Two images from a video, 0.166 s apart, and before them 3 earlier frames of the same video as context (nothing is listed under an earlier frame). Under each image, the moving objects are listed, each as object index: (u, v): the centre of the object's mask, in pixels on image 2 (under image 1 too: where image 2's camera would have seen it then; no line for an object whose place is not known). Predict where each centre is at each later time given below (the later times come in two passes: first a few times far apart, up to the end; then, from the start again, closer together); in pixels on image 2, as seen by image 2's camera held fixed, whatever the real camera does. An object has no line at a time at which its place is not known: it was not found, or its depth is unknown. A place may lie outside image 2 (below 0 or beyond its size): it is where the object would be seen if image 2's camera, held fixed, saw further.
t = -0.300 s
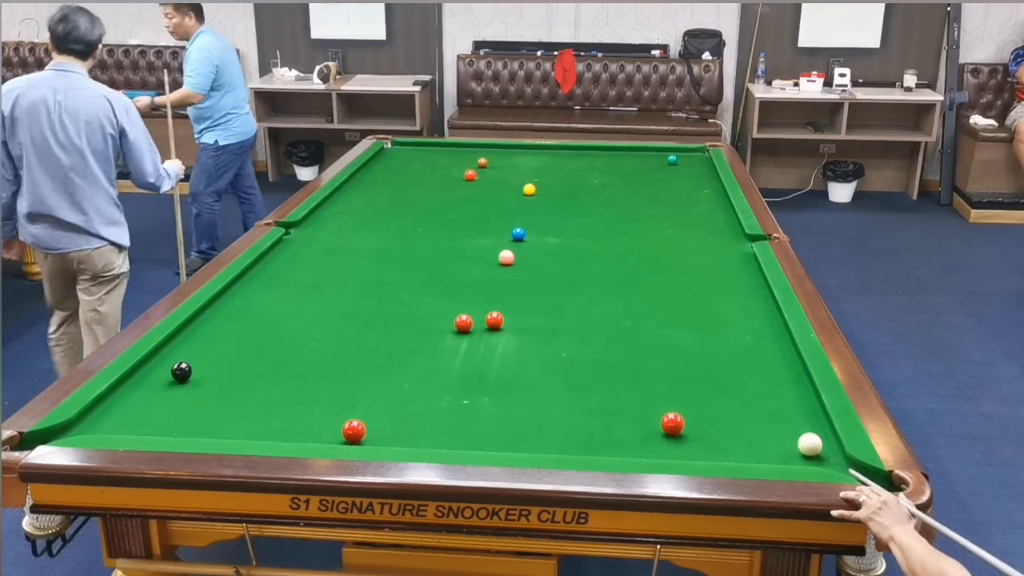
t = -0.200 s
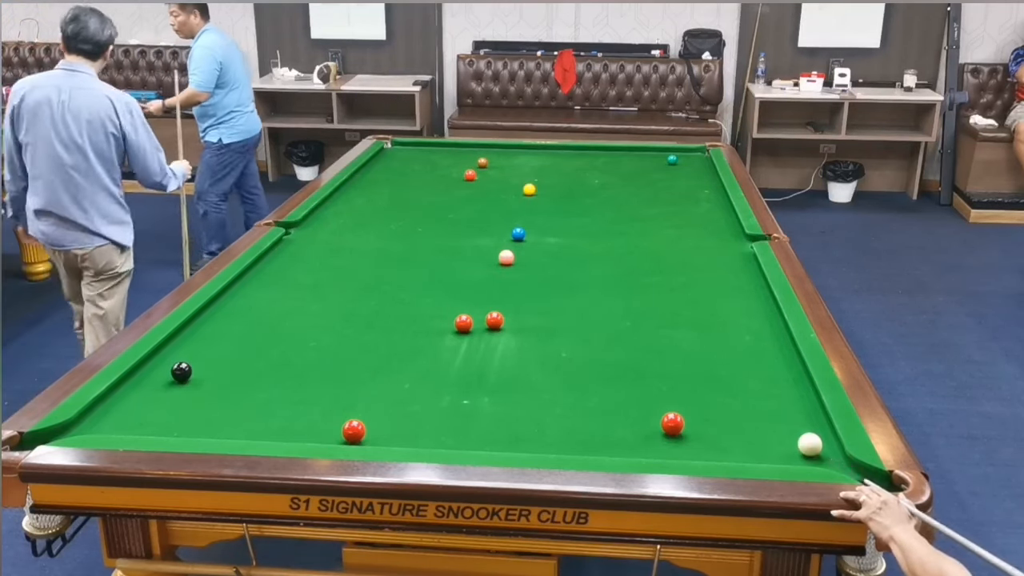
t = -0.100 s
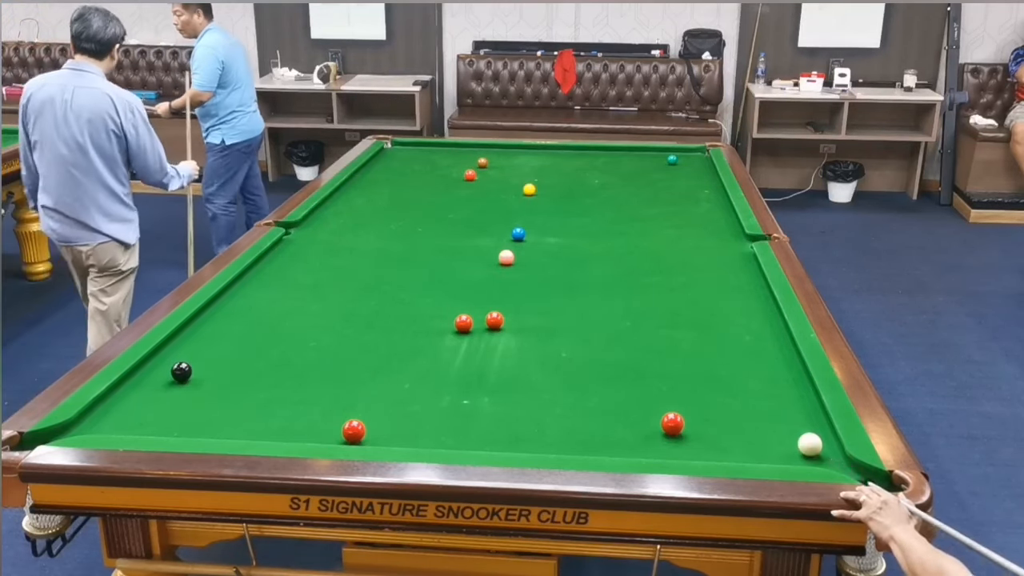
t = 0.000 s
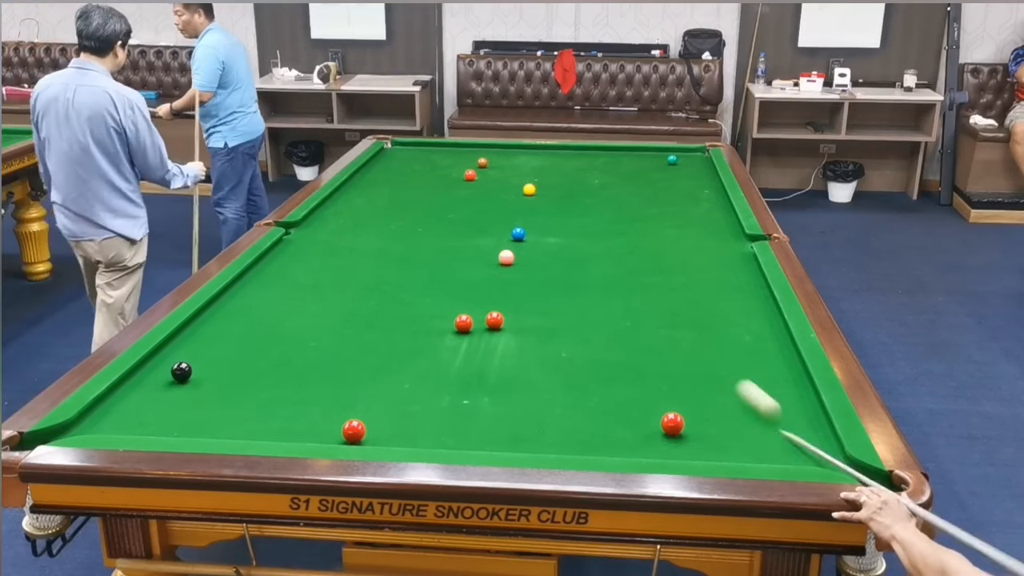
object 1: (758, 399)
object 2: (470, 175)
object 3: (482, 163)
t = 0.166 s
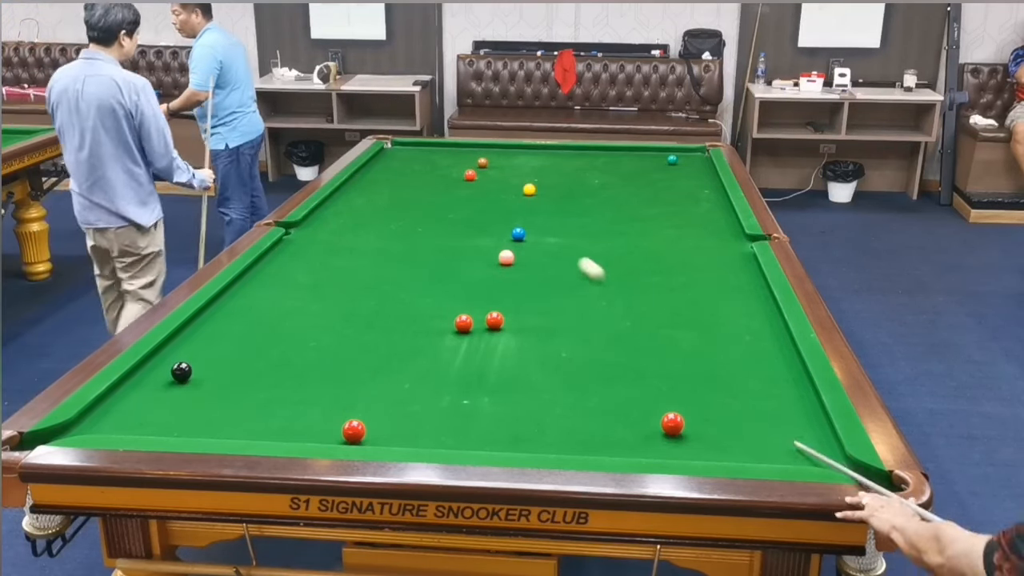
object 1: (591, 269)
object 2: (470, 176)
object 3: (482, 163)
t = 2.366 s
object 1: (593, 167)
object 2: (595, 356)
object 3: (483, 163)
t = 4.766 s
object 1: (720, 198)
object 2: (489, 167)
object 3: (481, 162)
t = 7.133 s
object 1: (656, 197)
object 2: (476, 160)
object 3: (503, 147)
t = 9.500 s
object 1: (656, 198)
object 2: (554, 162)
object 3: (504, 149)
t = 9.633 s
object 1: (656, 198)
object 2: (555, 163)
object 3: (504, 149)
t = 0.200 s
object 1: (569, 252)
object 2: (470, 176)
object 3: (482, 163)
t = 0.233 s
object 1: (550, 236)
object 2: (470, 176)
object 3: (482, 163)
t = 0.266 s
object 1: (532, 222)
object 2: (470, 176)
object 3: (482, 163)
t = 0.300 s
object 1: (516, 210)
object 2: (470, 176)
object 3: (482, 163)
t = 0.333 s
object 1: (502, 198)
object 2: (470, 176)
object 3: (482, 163)
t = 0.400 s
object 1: (478, 179)
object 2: (468, 175)
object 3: (482, 163)
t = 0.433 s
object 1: (478, 176)
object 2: (460, 170)
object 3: (483, 163)
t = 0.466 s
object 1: (483, 175)
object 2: (445, 163)
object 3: (483, 163)
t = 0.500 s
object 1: (487, 175)
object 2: (432, 157)
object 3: (483, 163)
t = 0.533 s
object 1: (491, 173)
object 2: (420, 151)
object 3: (483, 163)
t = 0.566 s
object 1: (494, 172)
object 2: (409, 146)
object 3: (483, 163)
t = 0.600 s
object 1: (497, 171)
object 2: (396, 143)
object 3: (483, 163)
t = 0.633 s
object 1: (500, 170)
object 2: (388, 142)
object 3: (483, 163)
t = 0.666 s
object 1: (503, 169)
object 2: (390, 140)
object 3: (483, 163)
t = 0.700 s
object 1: (506, 168)
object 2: (393, 140)
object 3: (483, 163)
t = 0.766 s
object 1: (512, 166)
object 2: (400, 147)
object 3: (483, 163)
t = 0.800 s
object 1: (514, 165)
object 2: (403, 154)
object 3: (483, 163)
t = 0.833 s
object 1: (517, 164)
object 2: (407, 163)
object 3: (483, 163)
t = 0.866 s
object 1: (520, 163)
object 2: (411, 174)
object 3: (483, 163)
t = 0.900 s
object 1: (522, 162)
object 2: (413, 177)
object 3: (483, 163)
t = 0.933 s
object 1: (525, 161)
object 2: (416, 179)
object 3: (483, 163)
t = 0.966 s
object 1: (528, 159)
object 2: (419, 184)
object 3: (483, 163)
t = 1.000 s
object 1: (530, 159)
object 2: (422, 192)
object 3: (483, 163)
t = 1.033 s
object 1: (533, 158)
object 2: (424, 198)
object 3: (483, 163)
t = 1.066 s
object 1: (535, 157)
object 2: (426, 202)
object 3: (483, 163)
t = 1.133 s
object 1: (540, 155)
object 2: (430, 213)
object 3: (483, 163)
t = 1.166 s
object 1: (542, 154)
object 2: (431, 219)
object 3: (483, 163)
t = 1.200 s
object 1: (545, 153)
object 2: (433, 225)
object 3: (483, 163)
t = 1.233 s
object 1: (547, 152)
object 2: (433, 230)
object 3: (483, 163)
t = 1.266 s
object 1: (549, 151)
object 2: (434, 236)
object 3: (483, 163)
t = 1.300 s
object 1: (551, 150)
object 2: (435, 242)
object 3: (483, 163)
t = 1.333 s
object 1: (554, 149)
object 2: (435, 248)
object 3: (483, 163)
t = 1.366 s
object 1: (556, 149)
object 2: (436, 254)
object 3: (483, 163)
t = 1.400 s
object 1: (558, 148)
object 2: (436, 261)
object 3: (483, 163)
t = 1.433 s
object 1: (560, 147)
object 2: (437, 267)
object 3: (483, 163)
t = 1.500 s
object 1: (563, 148)
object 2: (438, 282)
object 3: (483, 163)
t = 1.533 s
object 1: (564, 148)
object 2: (438, 289)
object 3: (483, 163)
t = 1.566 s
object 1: (565, 149)
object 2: (439, 297)
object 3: (483, 163)
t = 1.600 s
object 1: (566, 150)
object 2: (439, 306)
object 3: (483, 163)
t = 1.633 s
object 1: (568, 151)
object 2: (440, 314)
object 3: (483, 163)
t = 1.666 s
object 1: (569, 151)
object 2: (440, 323)
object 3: (483, 163)
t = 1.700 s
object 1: (570, 152)
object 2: (441, 333)
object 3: (483, 163)
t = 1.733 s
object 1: (571, 153)
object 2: (442, 343)
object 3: (483, 163)
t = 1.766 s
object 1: (572, 154)
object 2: (443, 354)
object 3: (483, 163)
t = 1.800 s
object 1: (573, 154)
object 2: (444, 365)
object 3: (483, 163)
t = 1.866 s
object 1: (576, 156)
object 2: (445, 389)
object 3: (483, 163)
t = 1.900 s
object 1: (577, 156)
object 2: (446, 403)
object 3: (483, 163)
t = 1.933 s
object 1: (578, 157)
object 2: (447, 417)
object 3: (483, 163)
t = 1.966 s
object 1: (579, 158)
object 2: (449, 431)
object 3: (483, 163)
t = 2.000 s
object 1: (580, 159)
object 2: (450, 442)
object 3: (483, 163)
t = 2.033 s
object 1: (581, 159)
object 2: (464, 439)
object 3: (483, 163)
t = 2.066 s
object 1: (582, 160)
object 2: (481, 429)
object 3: (483, 163)
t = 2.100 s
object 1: (583, 161)
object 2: (497, 417)
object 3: (483, 163)
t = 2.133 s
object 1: (585, 162)
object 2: (511, 408)
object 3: (483, 163)
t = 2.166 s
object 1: (586, 162)
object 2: (525, 399)
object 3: (483, 163)
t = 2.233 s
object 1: (588, 164)
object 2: (550, 383)
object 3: (483, 163)
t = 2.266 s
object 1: (589, 164)
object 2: (562, 376)
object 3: (483, 163)
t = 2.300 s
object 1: (590, 165)
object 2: (574, 369)
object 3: (483, 163)
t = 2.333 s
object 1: (592, 166)
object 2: (584, 362)
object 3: (483, 163)
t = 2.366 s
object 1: (593, 167)
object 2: (595, 356)
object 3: (483, 163)
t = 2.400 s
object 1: (594, 168)
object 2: (605, 350)
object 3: (483, 163)
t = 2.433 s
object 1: (595, 168)
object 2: (615, 343)
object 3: (483, 163)
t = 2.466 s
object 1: (596, 169)
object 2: (625, 338)
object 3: (483, 163)
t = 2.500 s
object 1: (597, 170)
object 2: (634, 332)
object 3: (483, 163)
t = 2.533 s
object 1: (598, 170)
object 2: (643, 327)
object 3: (483, 163)
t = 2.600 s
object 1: (601, 172)
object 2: (661, 316)
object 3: (483, 163)
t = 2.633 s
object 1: (602, 172)
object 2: (669, 311)
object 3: (483, 163)
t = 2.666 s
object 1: (603, 173)
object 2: (677, 306)
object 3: (483, 163)
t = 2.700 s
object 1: (604, 174)
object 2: (685, 302)
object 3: (483, 163)
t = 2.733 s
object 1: (605, 175)
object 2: (693, 297)
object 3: (483, 163)
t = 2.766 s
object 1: (606, 175)
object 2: (700, 292)
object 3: (483, 163)
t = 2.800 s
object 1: (607, 176)
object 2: (708, 288)
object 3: (483, 163)
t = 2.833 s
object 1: (608, 177)
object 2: (715, 284)
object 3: (483, 163)
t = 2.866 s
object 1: (609, 178)
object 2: (722, 280)
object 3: (483, 163)
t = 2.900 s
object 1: (610, 178)
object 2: (729, 276)
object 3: (483, 163)
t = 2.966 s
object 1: (613, 180)
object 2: (741, 268)
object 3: (483, 163)
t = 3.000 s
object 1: (614, 180)
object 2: (748, 264)
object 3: (483, 163)
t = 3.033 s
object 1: (615, 181)
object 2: (749, 261)
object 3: (483, 163)
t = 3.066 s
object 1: (616, 182)
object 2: (742, 257)
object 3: (483, 163)
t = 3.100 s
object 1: (617, 182)
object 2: (735, 254)
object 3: (483, 163)
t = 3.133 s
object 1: (618, 183)
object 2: (729, 251)
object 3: (483, 163)
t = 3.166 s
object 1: (619, 184)
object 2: (723, 248)
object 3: (483, 163)
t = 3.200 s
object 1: (620, 185)
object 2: (718, 245)
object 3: (483, 163)
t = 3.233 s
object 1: (621, 185)
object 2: (712, 242)
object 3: (483, 163)
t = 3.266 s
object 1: (622, 186)
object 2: (707, 239)
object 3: (483, 163)
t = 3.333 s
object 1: (625, 187)
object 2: (696, 234)
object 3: (483, 163)
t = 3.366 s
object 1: (626, 188)
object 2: (691, 231)
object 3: (483, 163)
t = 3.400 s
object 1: (627, 189)
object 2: (687, 229)
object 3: (483, 163)
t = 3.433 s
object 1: (628, 190)
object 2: (681, 226)
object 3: (483, 163)
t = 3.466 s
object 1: (629, 190)
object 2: (677, 223)
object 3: (483, 163)
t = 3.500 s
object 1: (630, 191)
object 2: (672, 221)
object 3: (483, 163)
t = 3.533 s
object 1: (631, 191)
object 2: (668, 218)
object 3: (483, 163)
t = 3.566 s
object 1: (632, 192)
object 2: (663, 216)
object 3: (483, 163)
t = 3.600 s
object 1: (633, 193)
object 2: (659, 214)
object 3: (483, 163)
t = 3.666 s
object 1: (635, 194)
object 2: (650, 210)
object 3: (483, 163)
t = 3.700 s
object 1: (636, 195)
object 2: (646, 207)
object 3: (483, 163)
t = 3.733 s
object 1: (637, 195)
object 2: (642, 205)
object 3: (483, 163)
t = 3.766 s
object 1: (638, 195)
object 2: (639, 204)
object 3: (483, 163)
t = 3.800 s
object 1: (640, 196)
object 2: (634, 201)
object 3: (483, 163)
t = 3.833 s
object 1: (642, 197)
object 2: (629, 199)
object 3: (483, 163)
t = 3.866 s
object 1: (645, 197)
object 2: (623, 198)
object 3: (483, 163)
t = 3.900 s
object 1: (648, 197)
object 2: (617, 197)
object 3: (483, 163)
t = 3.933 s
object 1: (652, 197)
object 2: (611, 195)
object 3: (483, 163)
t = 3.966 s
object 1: (655, 197)
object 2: (606, 194)
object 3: (483, 163)
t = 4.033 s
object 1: (661, 197)
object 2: (595, 192)
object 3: (483, 163)
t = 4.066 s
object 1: (664, 197)
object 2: (589, 190)
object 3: (483, 163)
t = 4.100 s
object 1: (667, 198)
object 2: (584, 189)
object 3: (483, 163)
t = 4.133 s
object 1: (670, 198)
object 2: (578, 188)
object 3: (483, 163)
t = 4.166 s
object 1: (672, 198)
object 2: (573, 187)
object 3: (483, 163)
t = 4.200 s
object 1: (675, 198)
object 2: (568, 186)
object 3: (483, 163)
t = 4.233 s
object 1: (678, 198)
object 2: (563, 184)
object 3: (483, 163)
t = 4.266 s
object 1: (681, 198)
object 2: (558, 183)
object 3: (483, 163)
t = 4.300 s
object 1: (684, 198)
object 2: (552, 182)
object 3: (483, 163)
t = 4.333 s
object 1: (687, 198)
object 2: (548, 181)
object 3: (483, 163)
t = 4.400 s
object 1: (692, 198)
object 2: (538, 179)
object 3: (483, 163)
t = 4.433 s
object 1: (695, 198)
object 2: (534, 178)
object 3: (483, 163)
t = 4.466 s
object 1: (698, 198)
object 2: (529, 176)
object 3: (483, 163)
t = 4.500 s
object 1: (700, 198)
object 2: (524, 175)
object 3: (483, 163)
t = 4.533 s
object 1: (703, 198)
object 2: (519, 174)
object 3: (483, 163)
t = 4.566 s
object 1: (706, 198)
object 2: (515, 173)
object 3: (482, 163)
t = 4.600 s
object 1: (708, 198)
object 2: (511, 172)
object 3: (482, 163)
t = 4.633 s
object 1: (711, 198)
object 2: (506, 171)
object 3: (482, 163)
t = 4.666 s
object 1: (713, 198)
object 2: (502, 170)
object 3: (482, 163)
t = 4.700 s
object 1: (716, 198)
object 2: (498, 169)
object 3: (483, 163)
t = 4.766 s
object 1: (720, 198)
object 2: (489, 167)
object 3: (481, 162)
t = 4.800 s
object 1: (723, 198)
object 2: (485, 166)
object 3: (481, 161)
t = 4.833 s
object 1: (722, 198)
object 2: (482, 165)
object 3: (482, 159)
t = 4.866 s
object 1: (721, 198)
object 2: (476, 165)
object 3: (484, 161)
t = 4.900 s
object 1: (719, 198)
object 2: (472, 164)
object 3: (484, 162)
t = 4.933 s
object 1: (717, 198)
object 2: (467, 164)
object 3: (484, 161)
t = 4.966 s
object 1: (716, 198)
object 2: (463, 164)
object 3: (485, 161)
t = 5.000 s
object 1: (714, 198)
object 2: (458, 164)
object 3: (485, 160)
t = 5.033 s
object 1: (712, 198)
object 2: (454, 163)
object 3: (486, 160)
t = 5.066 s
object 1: (711, 198)
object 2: (449, 163)
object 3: (486, 159)
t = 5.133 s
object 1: (708, 198)
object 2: (441, 162)
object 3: (487, 159)
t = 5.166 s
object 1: (706, 198)
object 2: (436, 162)
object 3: (488, 158)
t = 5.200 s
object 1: (704, 198)
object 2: (432, 161)
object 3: (488, 158)
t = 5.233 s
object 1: (703, 198)
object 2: (428, 161)
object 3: (489, 158)
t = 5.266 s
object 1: (701, 198)
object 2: (423, 161)
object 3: (489, 157)
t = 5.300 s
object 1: (700, 198)
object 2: (419, 160)
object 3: (490, 157)
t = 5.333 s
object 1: (699, 198)
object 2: (415, 160)
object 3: (490, 156)
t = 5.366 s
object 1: (697, 198)
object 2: (411, 159)
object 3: (491, 156)
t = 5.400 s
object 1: (696, 198)
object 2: (407, 159)
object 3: (491, 156)
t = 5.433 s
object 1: (694, 198)
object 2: (403, 159)
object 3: (492, 155)
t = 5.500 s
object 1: (692, 198)
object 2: (395, 158)
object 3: (492, 154)
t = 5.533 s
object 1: (691, 197)
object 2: (391, 158)
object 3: (493, 154)
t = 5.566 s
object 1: (689, 198)
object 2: (387, 157)
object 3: (493, 154)
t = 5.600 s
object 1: (688, 198)
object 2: (383, 157)
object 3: (493, 153)
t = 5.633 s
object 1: (687, 197)
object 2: (379, 157)
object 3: (494, 153)
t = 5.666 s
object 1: (686, 197)
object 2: (378, 157)
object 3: (494, 153)
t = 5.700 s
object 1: (684, 197)
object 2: (380, 157)
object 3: (495, 153)
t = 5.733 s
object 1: (683, 197)
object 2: (383, 157)
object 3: (495, 152)
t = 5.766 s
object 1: (682, 197)
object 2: (386, 157)
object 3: (495, 152)
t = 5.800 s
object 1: (681, 197)
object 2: (389, 157)
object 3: (496, 151)
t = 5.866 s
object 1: (679, 197)
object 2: (394, 157)
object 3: (496, 151)
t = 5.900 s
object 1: (678, 197)
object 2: (396, 157)
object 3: (497, 151)
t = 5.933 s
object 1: (677, 197)
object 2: (399, 157)
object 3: (497, 150)
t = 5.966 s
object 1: (676, 197)
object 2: (401, 157)
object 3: (498, 150)
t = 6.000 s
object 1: (675, 197)
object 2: (404, 158)
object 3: (498, 150)
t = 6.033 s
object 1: (674, 197)
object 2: (406, 158)
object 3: (498, 150)
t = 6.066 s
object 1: (673, 197)
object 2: (409, 158)
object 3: (499, 149)
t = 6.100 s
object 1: (672, 197)
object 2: (411, 158)
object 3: (499, 149)
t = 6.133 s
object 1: (672, 197)
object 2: (413, 158)
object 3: (499, 149)
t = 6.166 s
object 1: (671, 197)
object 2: (416, 158)
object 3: (500, 148)
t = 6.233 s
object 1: (669, 197)
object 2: (421, 158)
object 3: (500, 148)
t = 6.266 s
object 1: (668, 197)
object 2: (423, 158)
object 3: (500, 148)
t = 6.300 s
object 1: (667, 197)
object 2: (425, 158)
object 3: (501, 147)
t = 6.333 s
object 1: (667, 197)
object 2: (428, 158)
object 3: (501, 147)
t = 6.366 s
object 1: (666, 197)
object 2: (430, 158)
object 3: (501, 147)
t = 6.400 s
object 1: (665, 197)
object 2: (432, 158)
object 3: (501, 147)
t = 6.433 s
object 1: (665, 197)
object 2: (434, 158)
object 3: (502, 147)
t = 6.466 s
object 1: (664, 197)
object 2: (436, 159)
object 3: (502, 147)
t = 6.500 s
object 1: (663, 197)
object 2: (438, 159)
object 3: (502, 146)
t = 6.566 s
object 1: (662, 197)
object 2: (443, 159)
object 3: (503, 146)
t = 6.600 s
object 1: (662, 197)
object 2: (445, 159)
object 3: (503, 146)
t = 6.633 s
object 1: (661, 197)
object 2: (447, 159)
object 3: (503, 146)
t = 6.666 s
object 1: (661, 197)
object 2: (449, 159)
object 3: (503, 146)
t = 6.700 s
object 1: (660, 197)
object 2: (451, 159)
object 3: (503, 146)
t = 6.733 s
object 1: (660, 197)
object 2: (453, 159)
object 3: (503, 146)
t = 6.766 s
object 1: (659, 197)
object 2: (455, 159)
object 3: (503, 146)
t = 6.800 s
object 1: (659, 197)
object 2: (457, 159)
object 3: (503, 146)
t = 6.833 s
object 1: (659, 197)
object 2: (459, 159)
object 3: (503, 146)
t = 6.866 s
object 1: (658, 197)
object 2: (461, 159)
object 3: (503, 146)
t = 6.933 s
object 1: (658, 197)
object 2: (465, 160)
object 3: (503, 147)
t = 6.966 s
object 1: (657, 197)
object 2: (467, 160)
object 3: (503, 147)
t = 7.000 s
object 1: (657, 197)
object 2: (469, 160)
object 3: (503, 147)
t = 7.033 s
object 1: (657, 197)
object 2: (471, 160)
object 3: (503, 147)
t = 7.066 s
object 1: (657, 197)
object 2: (472, 160)
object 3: (503, 147)
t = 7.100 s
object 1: (657, 197)
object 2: (474, 160)
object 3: (503, 147)
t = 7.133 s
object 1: (656, 197)
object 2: (476, 160)
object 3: (503, 147)
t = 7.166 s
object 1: (656, 197)
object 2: (478, 160)
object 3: (503, 147)
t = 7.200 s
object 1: (656, 197)
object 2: (480, 160)
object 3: (503, 147)
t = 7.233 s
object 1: (656, 197)
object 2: (481, 160)
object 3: (503, 147)
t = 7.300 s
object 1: (656, 197)
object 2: (485, 160)
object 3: (503, 147)
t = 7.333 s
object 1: (656, 197)
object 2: (486, 160)
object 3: (503, 147)
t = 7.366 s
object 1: (656, 197)
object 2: (488, 160)
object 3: (503, 147)
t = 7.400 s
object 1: (656, 197)
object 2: (490, 160)
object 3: (503, 147)
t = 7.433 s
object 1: (656, 197)
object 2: (491, 161)
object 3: (503, 147)
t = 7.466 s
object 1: (656, 197)
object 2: (493, 160)
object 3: (503, 147)
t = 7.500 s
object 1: (656, 197)
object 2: (494, 161)
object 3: (503, 148)
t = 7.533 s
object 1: (656, 197)
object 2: (495, 161)
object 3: (504, 148)
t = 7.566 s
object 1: (656, 197)
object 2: (497, 161)
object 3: (503, 148)
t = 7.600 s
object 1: (656, 197)
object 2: (499, 161)
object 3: (504, 148)
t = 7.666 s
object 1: (656, 197)
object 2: (502, 161)
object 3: (504, 149)
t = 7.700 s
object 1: (656, 197)
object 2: (503, 161)
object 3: (504, 148)
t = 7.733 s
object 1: (656, 197)
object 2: (505, 161)
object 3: (504, 149)
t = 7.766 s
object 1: (656, 197)
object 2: (506, 161)
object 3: (503, 149)
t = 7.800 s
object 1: (656, 197)
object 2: (508, 161)
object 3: (504, 149)
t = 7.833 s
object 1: (656, 197)
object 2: (509, 161)
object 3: (504, 149)
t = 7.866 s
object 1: (656, 197)
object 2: (510, 161)
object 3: (504, 149)
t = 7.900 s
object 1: (656, 197)
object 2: (512, 161)
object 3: (504, 149)
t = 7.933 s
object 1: (656, 197)
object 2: (513, 161)
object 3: (504, 149)
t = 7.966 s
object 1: (656, 197)
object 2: (514, 161)
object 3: (504, 149)
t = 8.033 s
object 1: (656, 197)
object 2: (517, 161)
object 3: (504, 149)
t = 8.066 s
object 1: (656, 197)
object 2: (518, 161)
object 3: (504, 149)
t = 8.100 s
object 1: (656, 197)
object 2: (519, 161)
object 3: (504, 149)
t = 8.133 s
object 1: (656, 197)
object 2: (521, 161)
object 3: (504, 149)
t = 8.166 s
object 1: (656, 197)
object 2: (522, 161)
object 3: (504, 149)
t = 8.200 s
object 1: (656, 197)
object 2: (523, 161)
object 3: (504, 149)
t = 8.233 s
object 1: (656, 197)
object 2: (524, 162)
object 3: (504, 149)
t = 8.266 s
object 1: (656, 197)
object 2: (525, 162)
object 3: (504, 149)
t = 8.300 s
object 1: (656, 197)
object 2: (527, 162)
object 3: (504, 149)
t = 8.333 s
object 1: (656, 197)
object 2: (528, 162)
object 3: (504, 149)
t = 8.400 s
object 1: (656, 197)
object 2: (530, 162)
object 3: (504, 149)
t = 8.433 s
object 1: (656, 197)
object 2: (531, 162)
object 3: (504, 149)
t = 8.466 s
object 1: (656, 197)
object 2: (532, 162)
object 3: (504, 149)
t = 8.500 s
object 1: (656, 197)
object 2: (533, 162)
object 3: (504, 149)
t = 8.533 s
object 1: (656, 197)
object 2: (534, 162)
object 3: (504, 149)
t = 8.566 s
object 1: (656, 197)
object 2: (535, 162)
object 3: (504, 149)
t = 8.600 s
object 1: (656, 197)
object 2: (536, 162)
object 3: (504, 149)
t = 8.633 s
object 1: (656, 197)
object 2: (537, 162)
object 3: (504, 149)
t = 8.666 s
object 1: (656, 198)
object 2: (537, 162)
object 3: (504, 149)
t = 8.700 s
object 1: (656, 198)
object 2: (538, 162)
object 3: (504, 149)
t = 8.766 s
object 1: (656, 197)
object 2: (540, 162)
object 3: (504, 149)
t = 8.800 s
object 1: (656, 197)
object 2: (541, 162)
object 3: (504, 149)
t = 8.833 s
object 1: (656, 197)
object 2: (542, 162)
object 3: (504, 149)
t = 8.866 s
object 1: (656, 197)
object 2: (543, 162)
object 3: (504, 149)
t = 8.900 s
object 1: (656, 198)
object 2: (543, 162)
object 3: (504, 149)
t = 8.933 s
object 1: (656, 197)
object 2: (544, 162)
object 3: (504, 149)
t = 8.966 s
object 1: (656, 197)
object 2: (545, 162)
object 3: (504, 149)
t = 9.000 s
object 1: (656, 197)
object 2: (546, 162)
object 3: (504, 149)
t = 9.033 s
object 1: (656, 198)
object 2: (546, 162)
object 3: (504, 149)
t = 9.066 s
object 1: (656, 198)
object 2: (547, 162)
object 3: (504, 149)
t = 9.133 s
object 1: (656, 198)
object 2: (548, 162)
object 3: (504, 149)
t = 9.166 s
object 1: (656, 198)
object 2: (549, 162)
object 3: (504, 149)
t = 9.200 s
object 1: (656, 198)
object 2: (549, 162)
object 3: (504, 149)
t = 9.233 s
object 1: (656, 198)
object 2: (550, 162)
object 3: (504, 149)
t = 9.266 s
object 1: (656, 198)
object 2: (551, 163)
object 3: (504, 149)
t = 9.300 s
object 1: (656, 198)
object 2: (551, 162)
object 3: (504, 149)
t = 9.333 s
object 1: (656, 198)
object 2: (552, 163)
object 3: (504, 149)
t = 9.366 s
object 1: (656, 198)
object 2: (552, 162)
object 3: (504, 149)
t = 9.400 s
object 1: (656, 198)
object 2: (553, 162)
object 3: (504, 149)
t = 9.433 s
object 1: (656, 198)
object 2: (553, 162)
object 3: (504, 149)
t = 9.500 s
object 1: (656, 198)
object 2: (554, 162)
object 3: (504, 149)
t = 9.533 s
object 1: (656, 198)
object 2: (554, 163)
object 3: (504, 149)
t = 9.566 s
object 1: (656, 198)
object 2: (555, 163)
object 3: (504, 149)
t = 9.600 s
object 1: (656, 198)
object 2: (555, 163)
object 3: (504, 149)
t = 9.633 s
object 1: (656, 198)
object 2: (555, 163)
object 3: (504, 149)
